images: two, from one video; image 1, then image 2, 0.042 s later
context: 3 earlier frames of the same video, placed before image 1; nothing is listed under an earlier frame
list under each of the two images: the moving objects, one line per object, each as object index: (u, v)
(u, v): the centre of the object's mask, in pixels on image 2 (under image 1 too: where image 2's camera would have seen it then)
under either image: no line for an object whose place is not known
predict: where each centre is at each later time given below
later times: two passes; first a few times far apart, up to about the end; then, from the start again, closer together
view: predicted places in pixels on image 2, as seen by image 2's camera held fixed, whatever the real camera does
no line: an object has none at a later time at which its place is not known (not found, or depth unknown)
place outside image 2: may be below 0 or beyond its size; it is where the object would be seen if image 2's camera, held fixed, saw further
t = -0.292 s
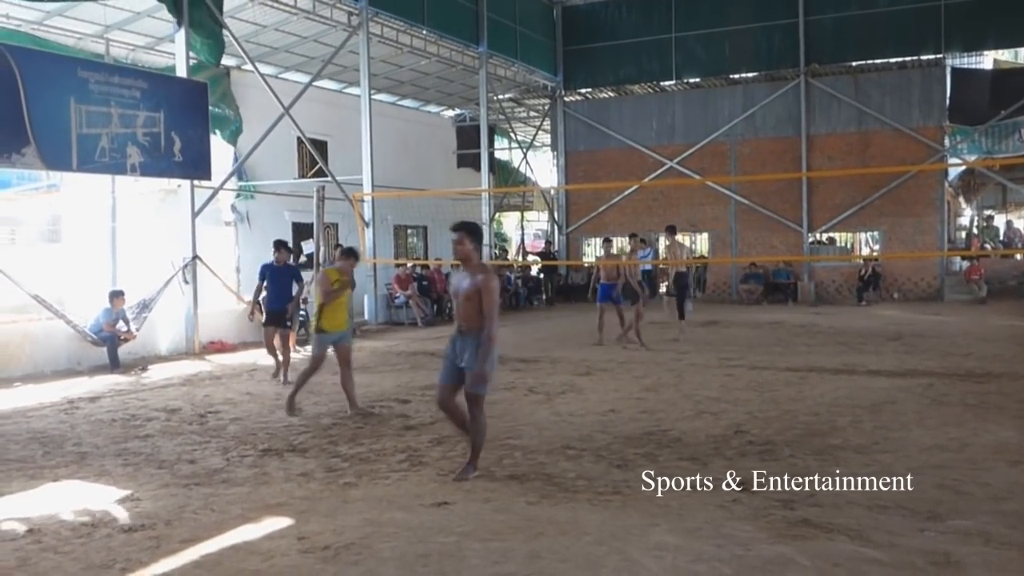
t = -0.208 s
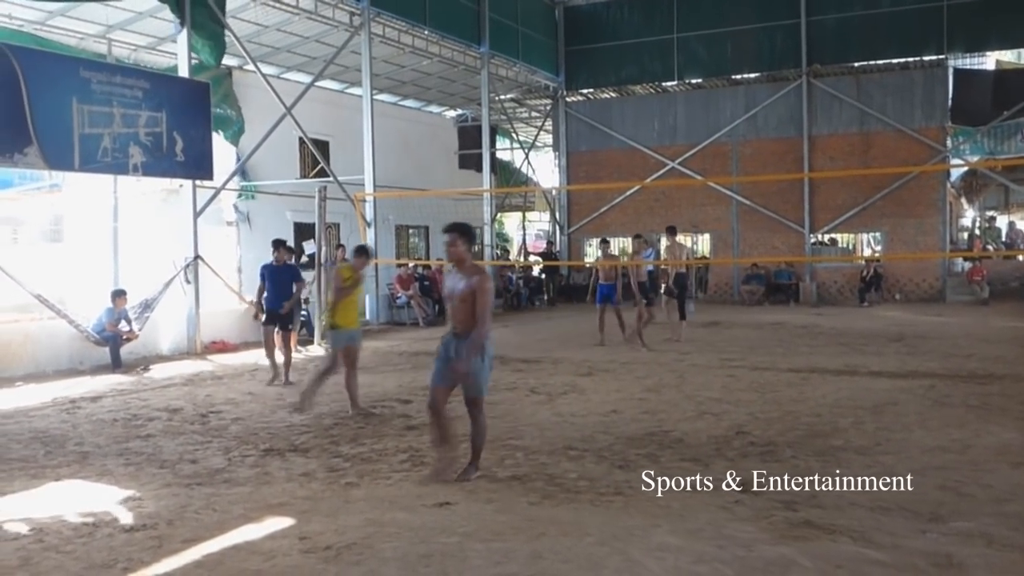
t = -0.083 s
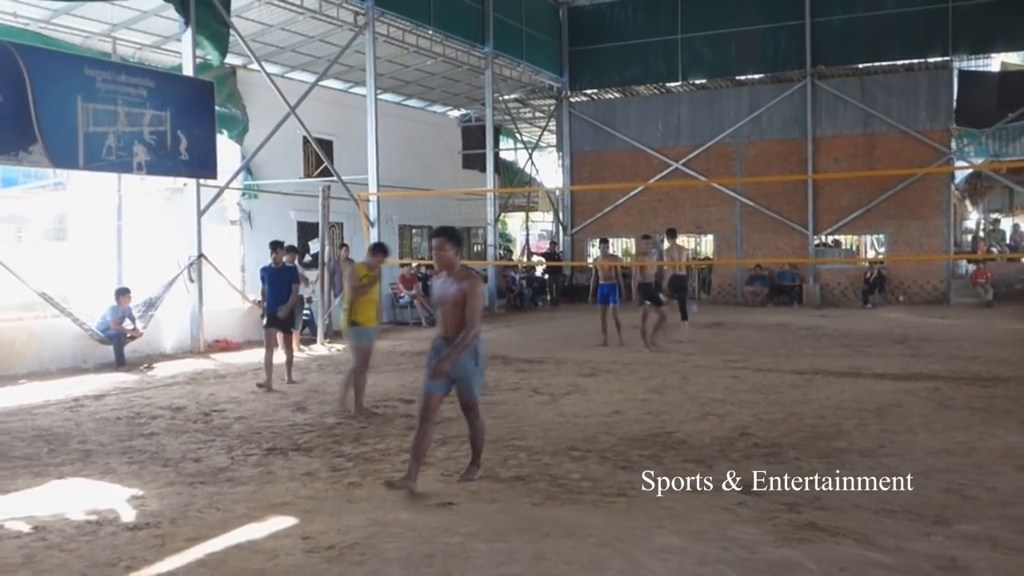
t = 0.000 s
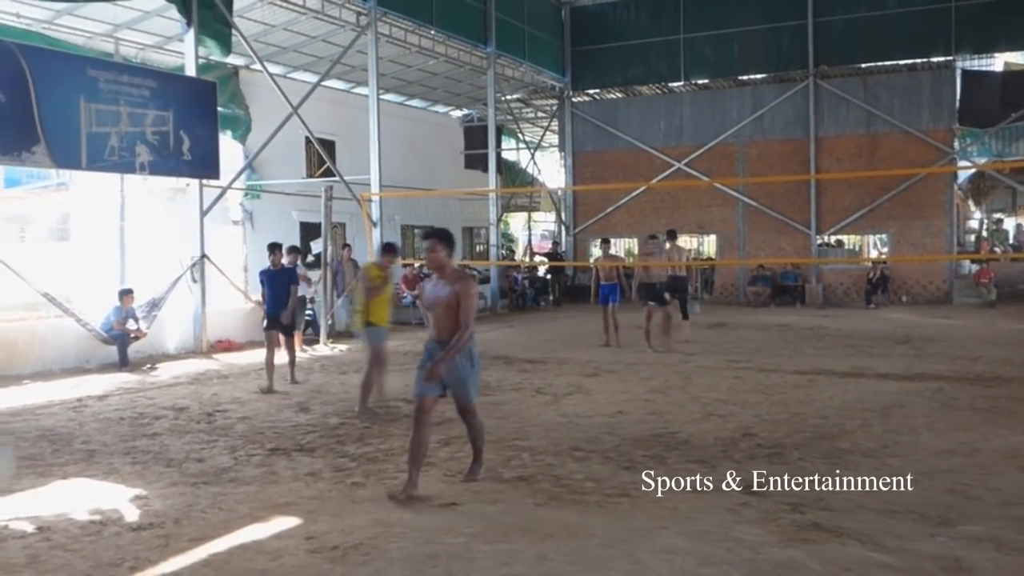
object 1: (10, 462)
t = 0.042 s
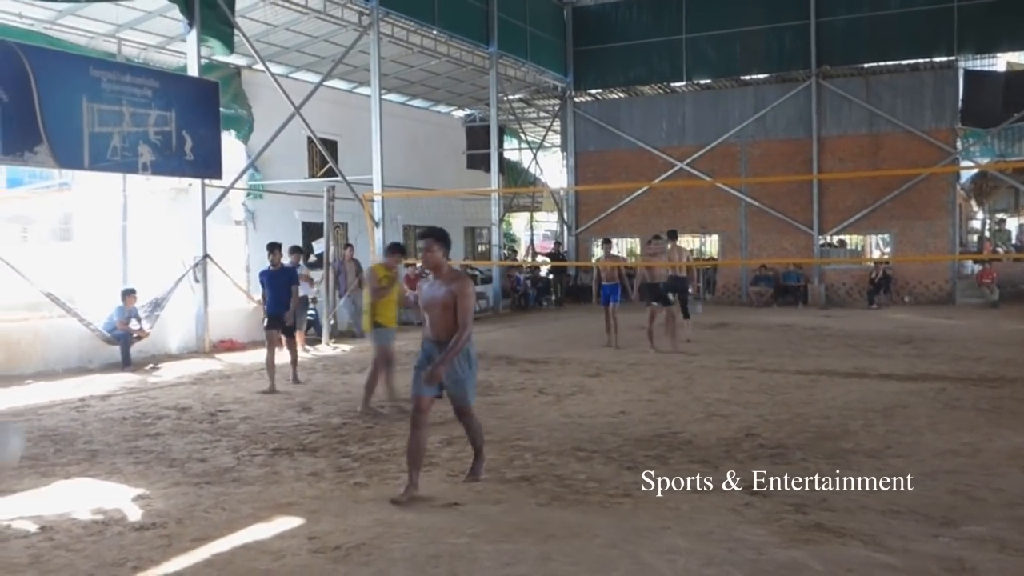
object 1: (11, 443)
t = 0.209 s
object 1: (26, 390)
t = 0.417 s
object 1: (70, 407)
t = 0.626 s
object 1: (120, 535)
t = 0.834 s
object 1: (157, 538)
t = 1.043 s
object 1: (204, 473)
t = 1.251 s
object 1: (248, 504)
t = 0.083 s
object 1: (12, 427)
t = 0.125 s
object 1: (13, 410)
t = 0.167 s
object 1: (20, 398)
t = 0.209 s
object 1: (26, 390)
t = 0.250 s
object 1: (35, 385)
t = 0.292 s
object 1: (43, 386)
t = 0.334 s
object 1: (51, 388)
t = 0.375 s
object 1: (61, 395)
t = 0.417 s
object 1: (70, 407)
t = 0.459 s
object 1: (81, 424)
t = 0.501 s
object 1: (90, 440)
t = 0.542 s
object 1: (97, 460)
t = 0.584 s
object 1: (104, 483)
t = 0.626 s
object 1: (120, 535)
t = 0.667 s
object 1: (124, 549)
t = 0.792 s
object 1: (152, 554)
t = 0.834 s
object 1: (157, 538)
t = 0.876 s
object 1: (169, 518)
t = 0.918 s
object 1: (178, 502)
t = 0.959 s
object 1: (187, 487)
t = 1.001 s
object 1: (193, 480)
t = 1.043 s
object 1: (204, 473)
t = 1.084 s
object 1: (212, 473)
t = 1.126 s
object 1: (225, 476)
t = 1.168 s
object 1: (233, 483)
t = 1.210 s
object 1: (243, 494)
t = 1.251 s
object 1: (248, 504)
